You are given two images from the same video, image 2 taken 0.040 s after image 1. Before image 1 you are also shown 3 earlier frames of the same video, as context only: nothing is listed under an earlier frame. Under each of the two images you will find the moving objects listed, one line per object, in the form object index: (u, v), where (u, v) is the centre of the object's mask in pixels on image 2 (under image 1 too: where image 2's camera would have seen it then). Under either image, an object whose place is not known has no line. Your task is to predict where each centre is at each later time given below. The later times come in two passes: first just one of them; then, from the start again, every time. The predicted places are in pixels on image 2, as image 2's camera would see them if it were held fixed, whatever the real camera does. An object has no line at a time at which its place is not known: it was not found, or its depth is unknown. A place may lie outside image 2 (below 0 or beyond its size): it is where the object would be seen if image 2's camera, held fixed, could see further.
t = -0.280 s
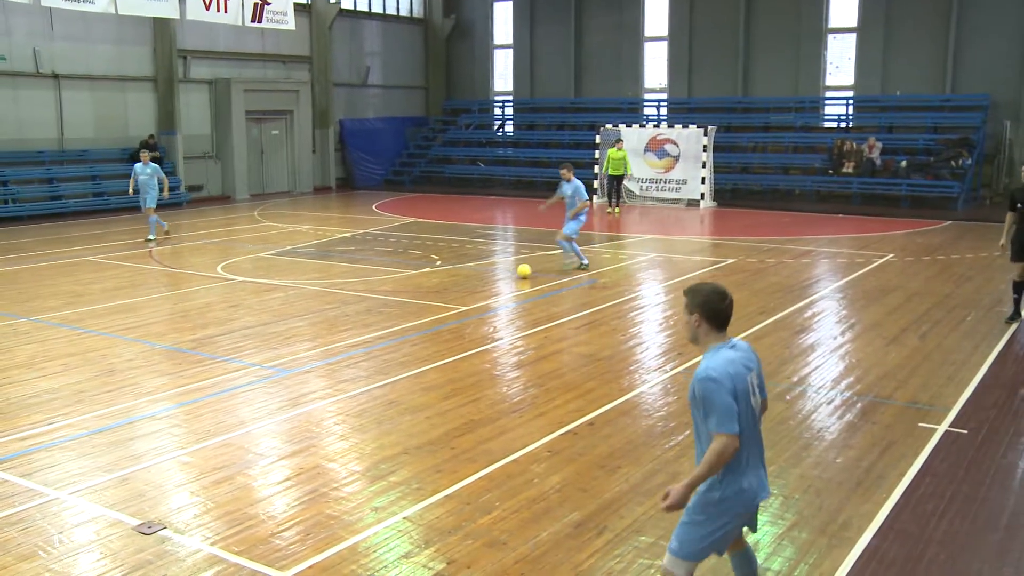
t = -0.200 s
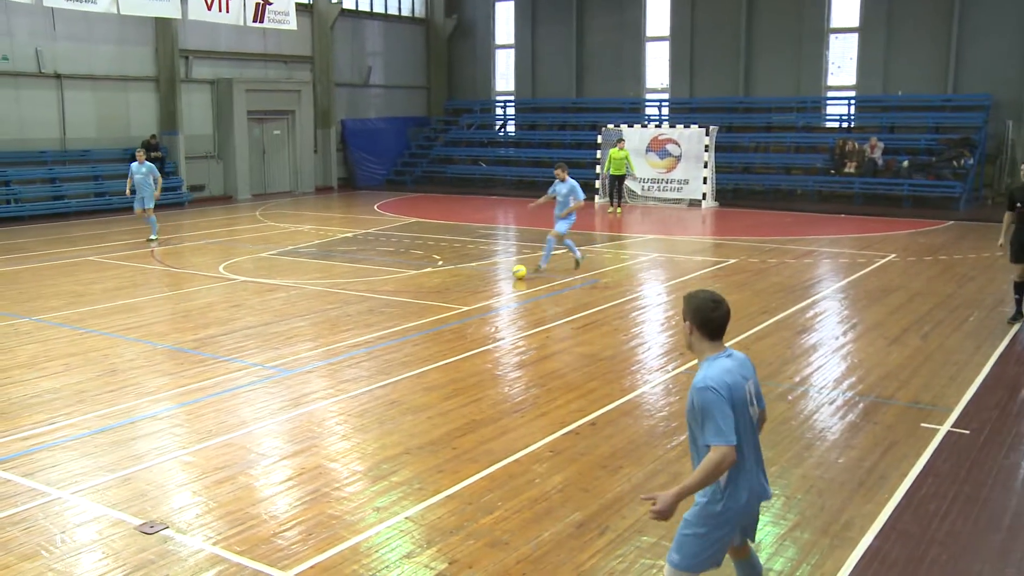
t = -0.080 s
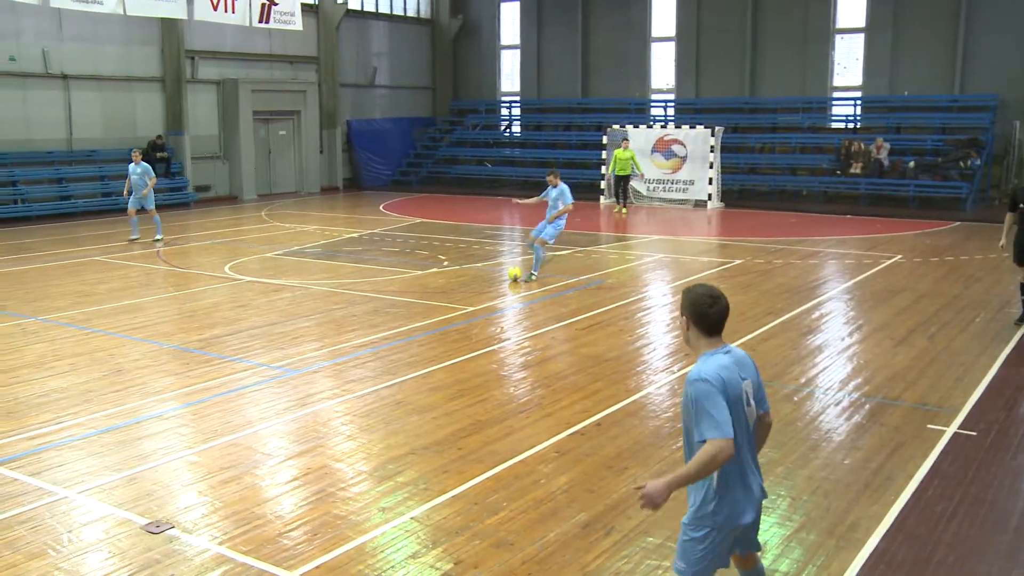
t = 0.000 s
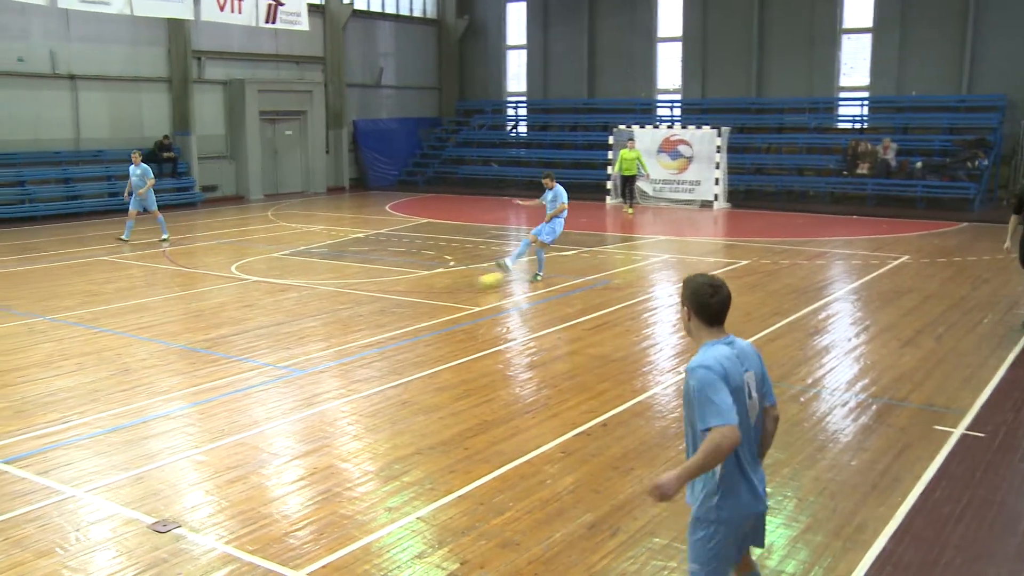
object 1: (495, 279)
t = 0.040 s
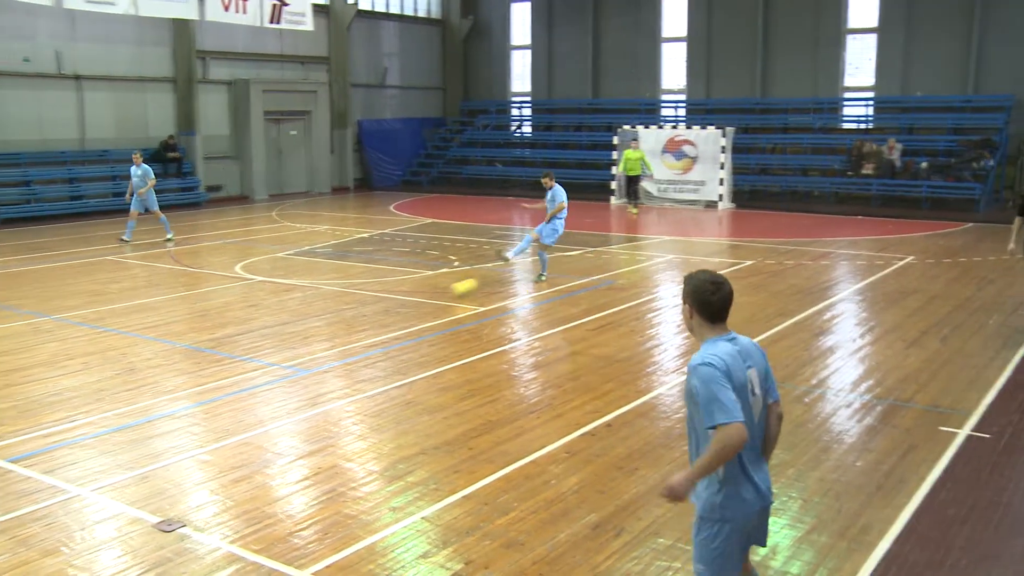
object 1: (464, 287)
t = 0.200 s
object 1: (322, 325)
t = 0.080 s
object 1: (433, 295)
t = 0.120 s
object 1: (397, 306)
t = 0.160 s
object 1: (361, 313)
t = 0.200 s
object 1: (322, 325)
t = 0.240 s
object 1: (281, 336)
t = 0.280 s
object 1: (238, 348)
